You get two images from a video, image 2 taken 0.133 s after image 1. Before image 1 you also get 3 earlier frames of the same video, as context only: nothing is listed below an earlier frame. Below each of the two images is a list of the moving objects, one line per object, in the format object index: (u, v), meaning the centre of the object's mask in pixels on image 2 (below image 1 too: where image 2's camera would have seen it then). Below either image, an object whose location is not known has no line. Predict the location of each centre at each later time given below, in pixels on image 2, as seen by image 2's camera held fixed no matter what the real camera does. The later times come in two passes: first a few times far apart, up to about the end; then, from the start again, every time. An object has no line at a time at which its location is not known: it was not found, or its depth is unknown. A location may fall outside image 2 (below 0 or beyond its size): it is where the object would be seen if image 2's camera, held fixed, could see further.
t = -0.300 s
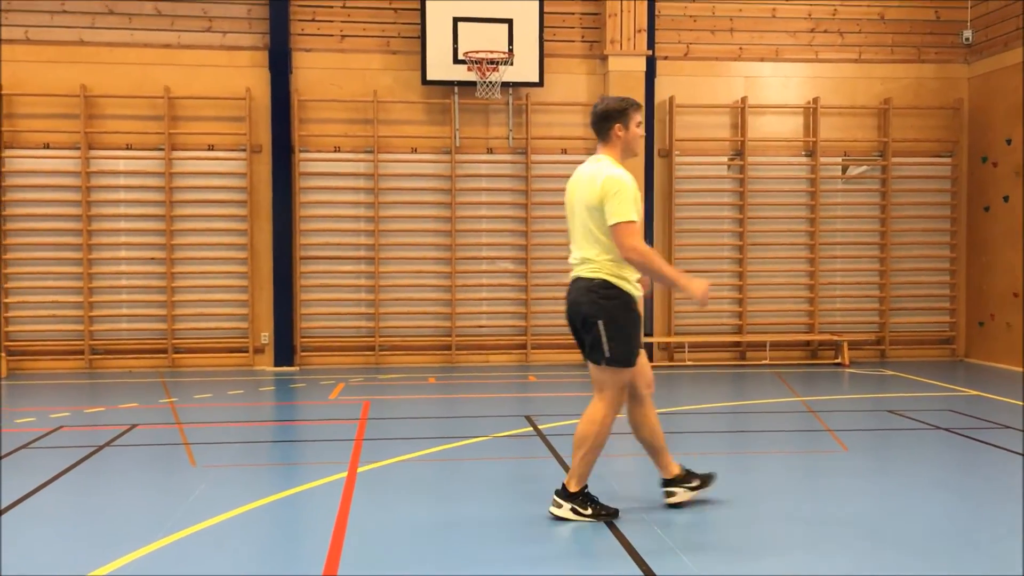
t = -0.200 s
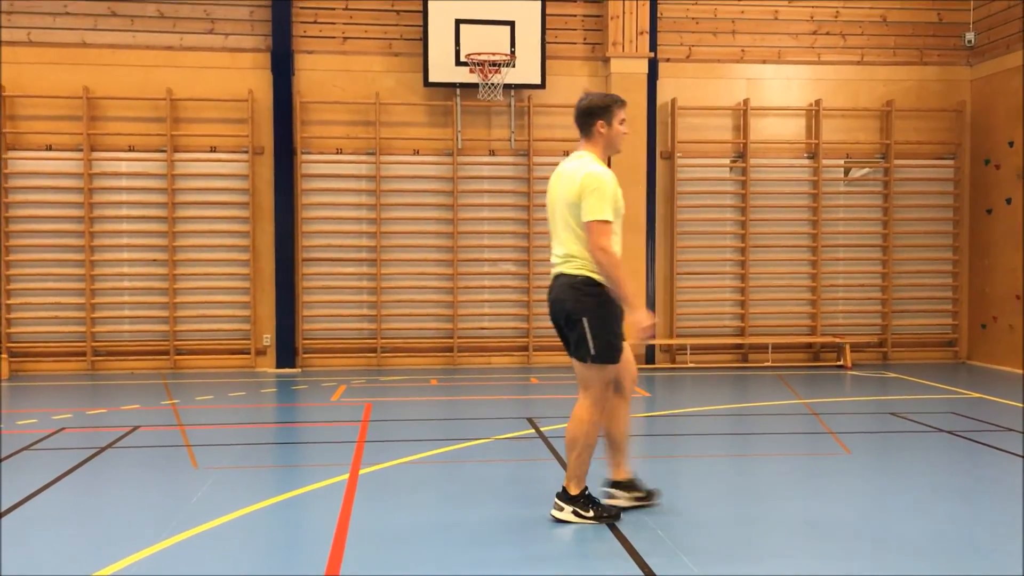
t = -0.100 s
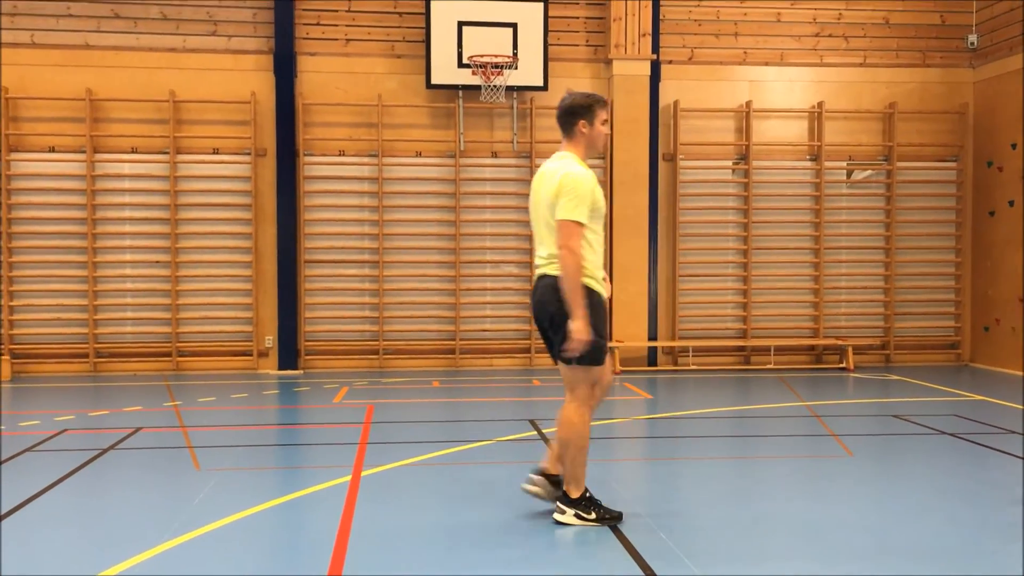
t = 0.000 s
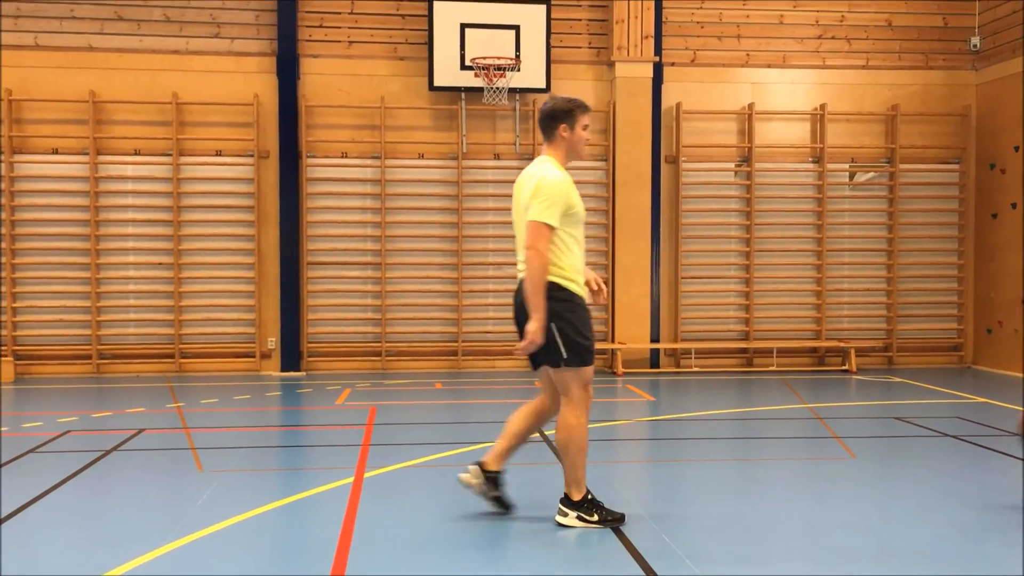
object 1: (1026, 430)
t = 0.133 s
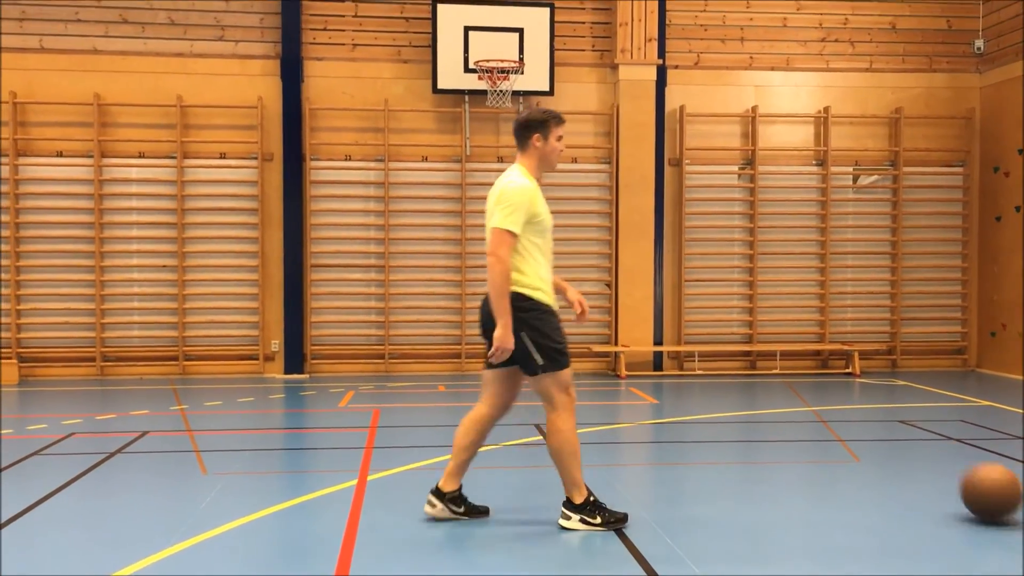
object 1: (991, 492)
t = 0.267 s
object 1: (940, 455)
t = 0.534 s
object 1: (828, 497)
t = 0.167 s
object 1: (978, 479)
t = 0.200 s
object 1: (966, 468)
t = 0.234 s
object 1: (952, 461)
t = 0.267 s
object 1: (940, 455)
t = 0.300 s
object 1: (926, 451)
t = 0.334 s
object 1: (913, 450)
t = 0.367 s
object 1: (899, 452)
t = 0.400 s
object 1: (885, 456)
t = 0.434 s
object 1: (871, 462)
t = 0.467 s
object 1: (856, 472)
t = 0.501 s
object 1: (842, 484)
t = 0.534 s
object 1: (828, 497)
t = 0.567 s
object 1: (815, 490)
